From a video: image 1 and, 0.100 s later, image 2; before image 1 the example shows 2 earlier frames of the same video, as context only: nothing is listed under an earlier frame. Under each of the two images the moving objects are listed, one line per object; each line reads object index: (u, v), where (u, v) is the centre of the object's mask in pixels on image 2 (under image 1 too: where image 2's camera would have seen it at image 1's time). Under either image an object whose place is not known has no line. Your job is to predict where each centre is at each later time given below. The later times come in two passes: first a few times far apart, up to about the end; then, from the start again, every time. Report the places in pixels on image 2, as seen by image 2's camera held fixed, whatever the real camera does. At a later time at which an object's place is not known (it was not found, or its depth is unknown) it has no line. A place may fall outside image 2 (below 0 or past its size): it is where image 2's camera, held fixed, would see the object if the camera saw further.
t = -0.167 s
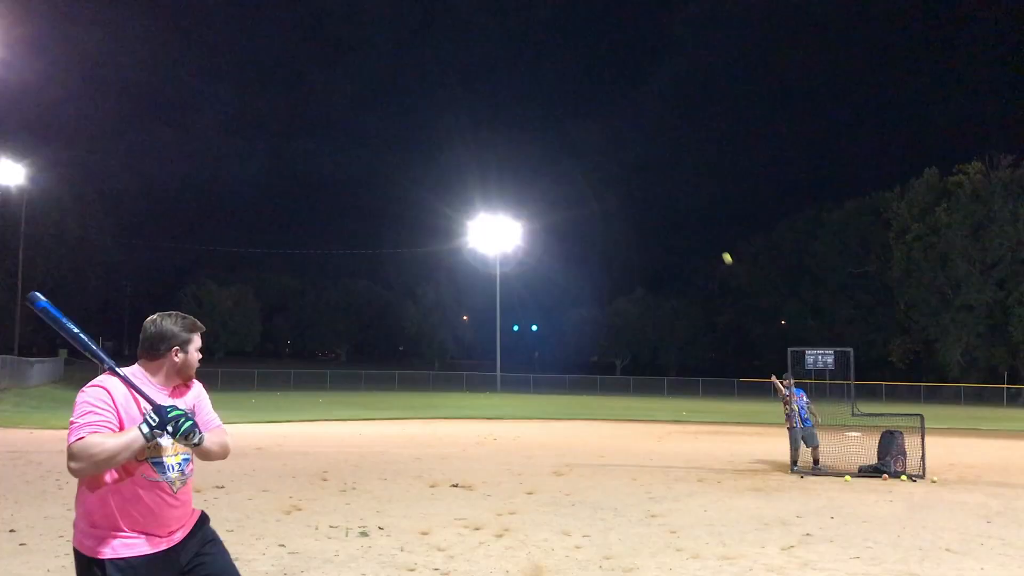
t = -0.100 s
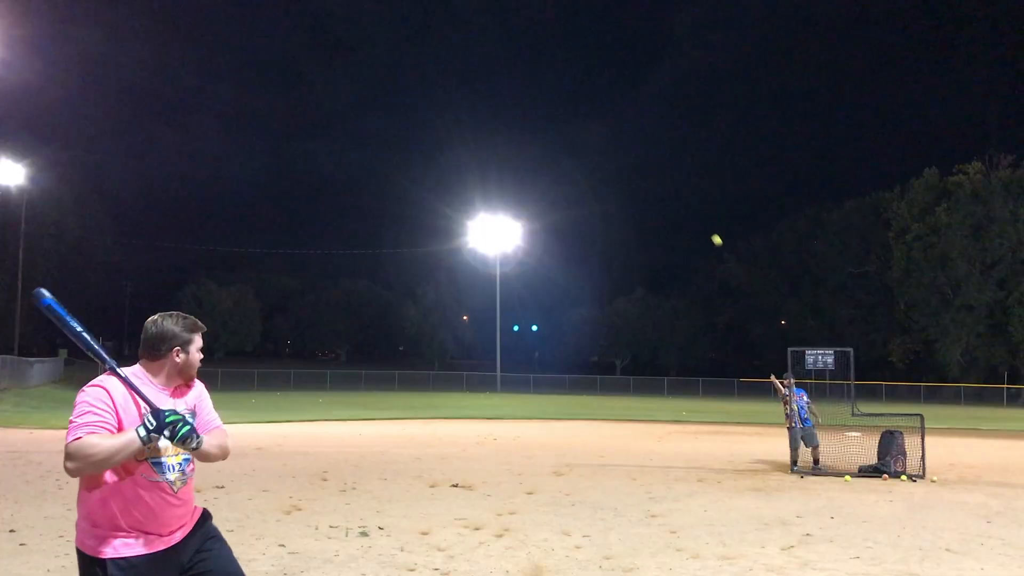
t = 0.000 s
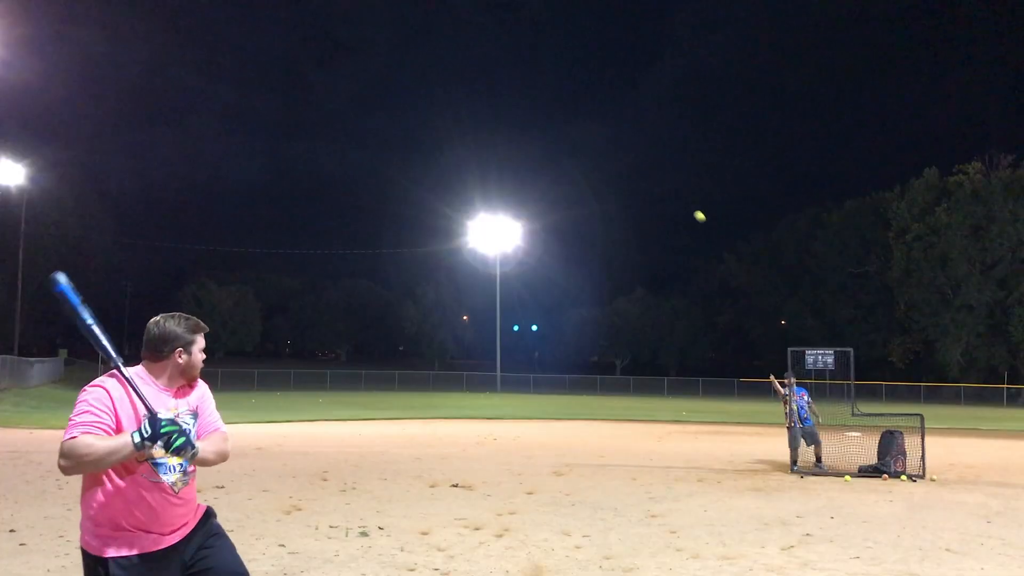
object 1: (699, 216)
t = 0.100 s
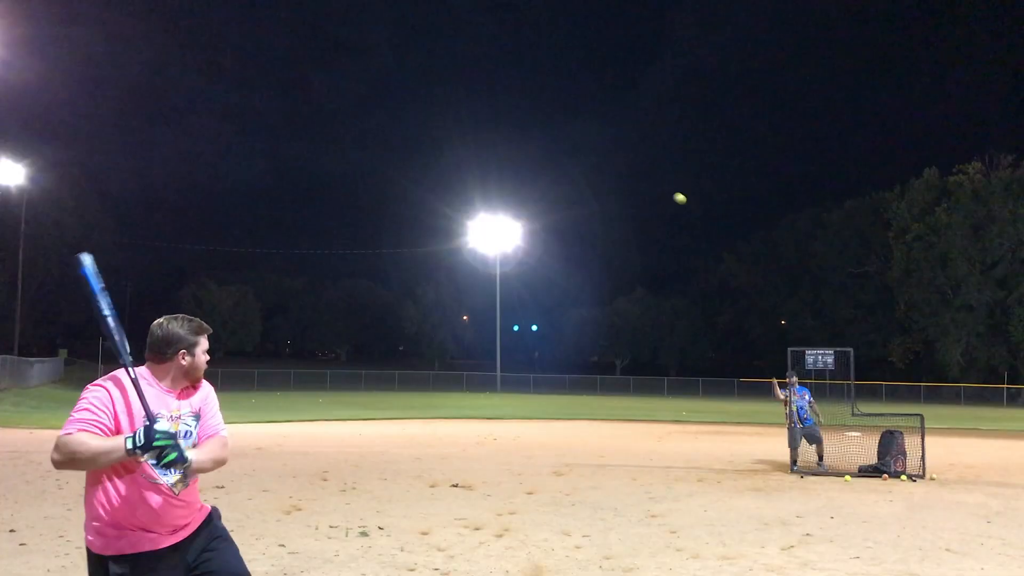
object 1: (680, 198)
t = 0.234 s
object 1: (648, 186)
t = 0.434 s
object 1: (582, 203)
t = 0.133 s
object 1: (672, 194)
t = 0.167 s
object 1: (665, 190)
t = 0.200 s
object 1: (656, 187)
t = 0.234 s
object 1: (648, 186)
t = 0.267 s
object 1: (639, 185)
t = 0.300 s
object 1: (628, 186)
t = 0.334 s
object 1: (618, 188)
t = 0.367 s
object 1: (607, 192)
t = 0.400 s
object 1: (595, 196)
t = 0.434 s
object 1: (582, 203)
